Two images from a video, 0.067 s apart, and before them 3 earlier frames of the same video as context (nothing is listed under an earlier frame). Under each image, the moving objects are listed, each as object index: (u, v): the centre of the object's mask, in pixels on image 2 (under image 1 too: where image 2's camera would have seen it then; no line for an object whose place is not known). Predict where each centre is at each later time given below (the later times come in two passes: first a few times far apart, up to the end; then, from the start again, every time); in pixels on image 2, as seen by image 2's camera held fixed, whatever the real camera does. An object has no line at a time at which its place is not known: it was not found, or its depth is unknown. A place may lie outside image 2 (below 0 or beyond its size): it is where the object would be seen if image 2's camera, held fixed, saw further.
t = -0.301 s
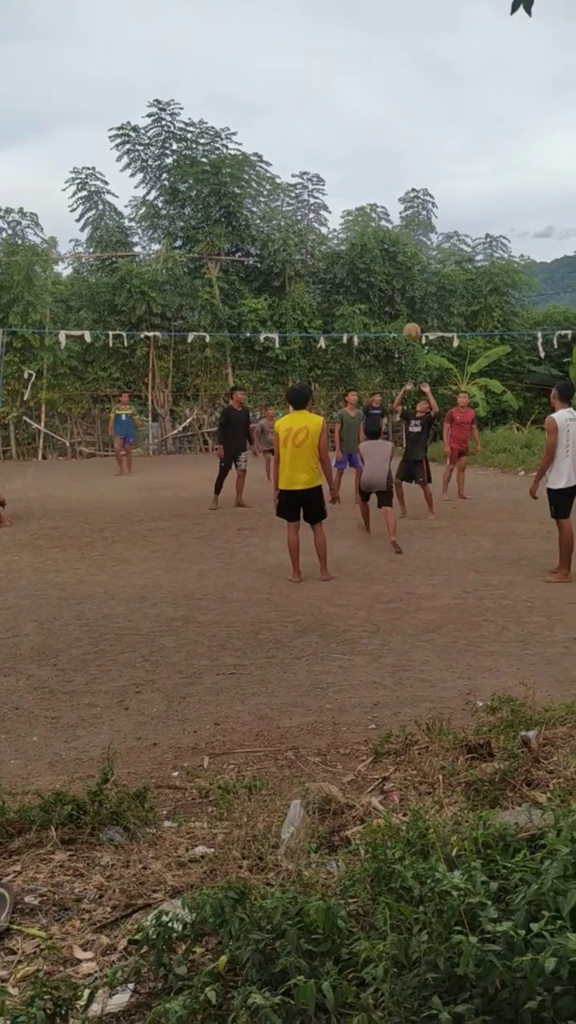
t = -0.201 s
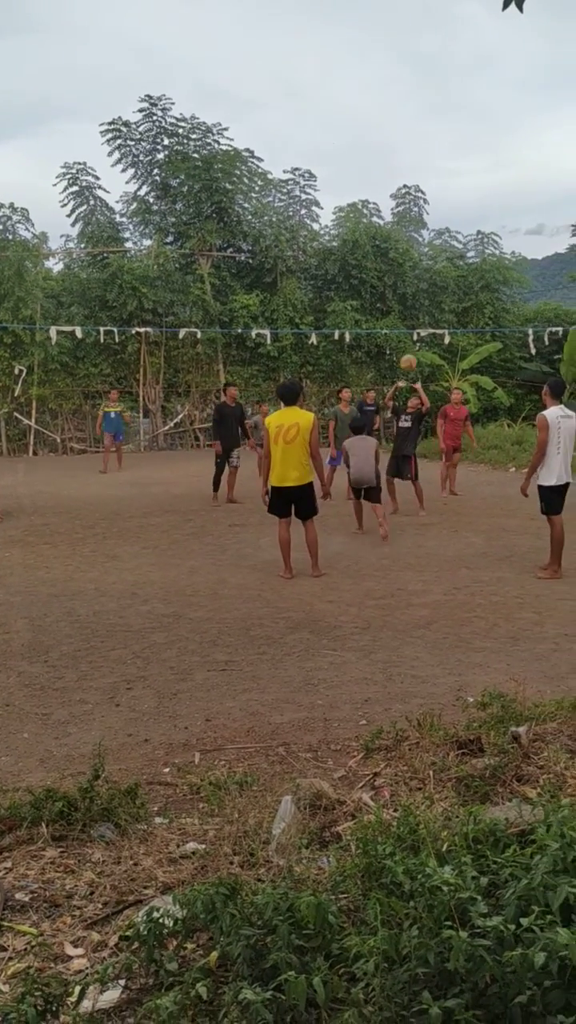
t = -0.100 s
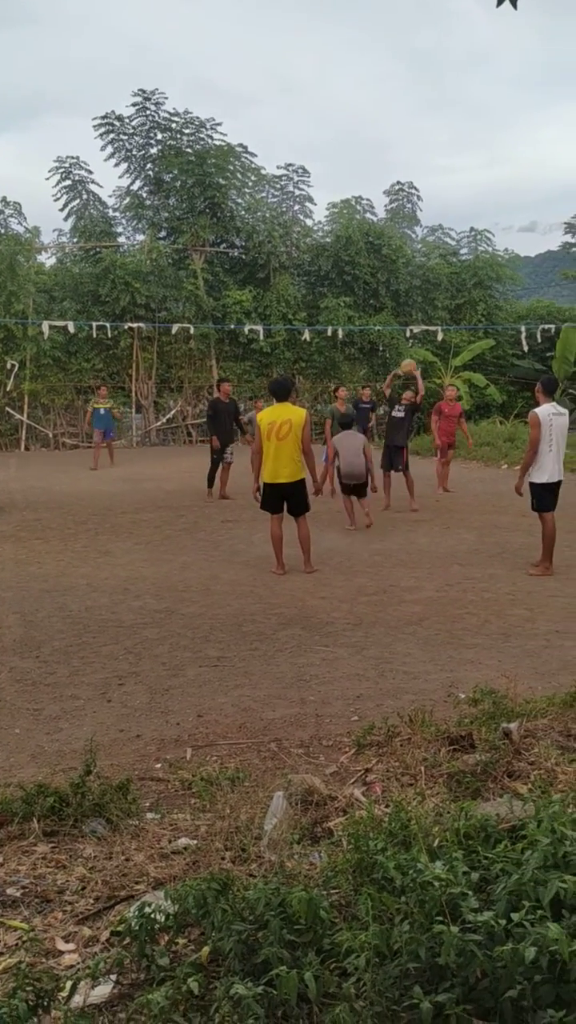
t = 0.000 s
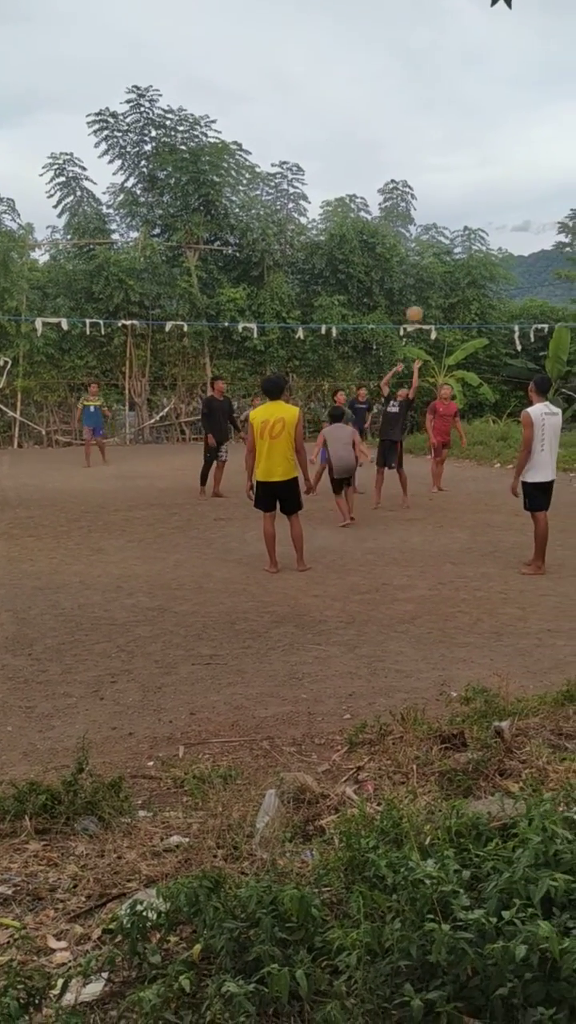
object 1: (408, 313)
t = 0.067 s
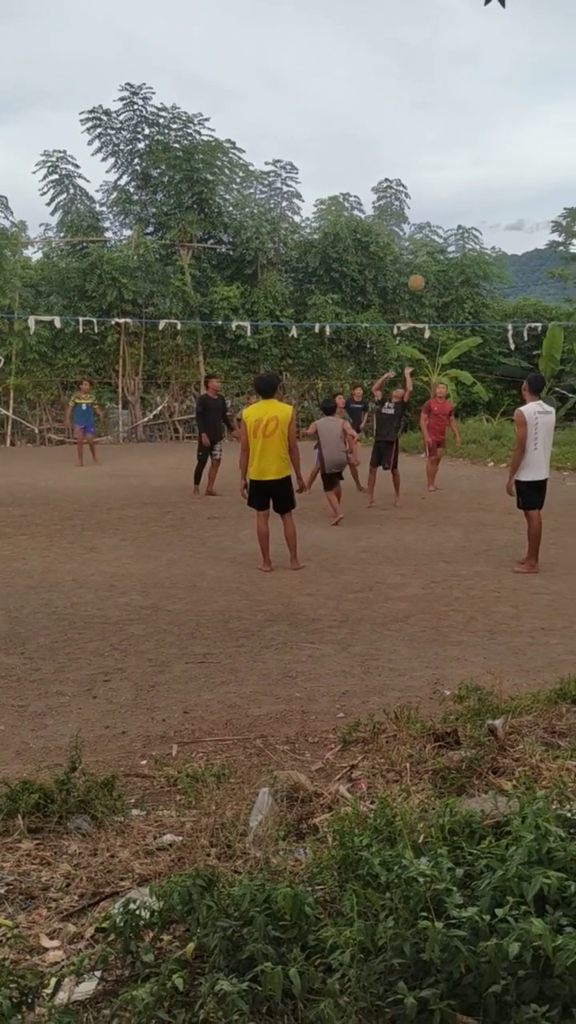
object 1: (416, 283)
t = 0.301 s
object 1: (442, 206)
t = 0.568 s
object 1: (471, 171)
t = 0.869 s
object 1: (498, 196)
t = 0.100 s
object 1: (420, 268)
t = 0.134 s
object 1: (424, 256)
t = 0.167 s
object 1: (428, 244)
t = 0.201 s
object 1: (432, 233)
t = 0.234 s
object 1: (435, 223)
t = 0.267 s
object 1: (439, 214)
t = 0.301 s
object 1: (442, 206)
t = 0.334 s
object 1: (446, 198)
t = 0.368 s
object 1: (450, 192)
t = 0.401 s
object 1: (451, 187)
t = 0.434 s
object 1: (456, 183)
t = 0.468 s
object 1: (462, 176)
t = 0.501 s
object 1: (465, 173)
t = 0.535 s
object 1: (468, 172)
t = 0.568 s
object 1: (471, 171)
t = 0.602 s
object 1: (474, 170)
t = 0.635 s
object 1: (477, 170)
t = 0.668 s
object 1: (480, 172)
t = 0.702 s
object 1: (483, 174)
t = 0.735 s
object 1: (486, 177)
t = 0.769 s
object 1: (489, 181)
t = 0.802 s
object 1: (492, 185)
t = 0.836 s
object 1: (495, 190)
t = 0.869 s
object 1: (498, 196)
